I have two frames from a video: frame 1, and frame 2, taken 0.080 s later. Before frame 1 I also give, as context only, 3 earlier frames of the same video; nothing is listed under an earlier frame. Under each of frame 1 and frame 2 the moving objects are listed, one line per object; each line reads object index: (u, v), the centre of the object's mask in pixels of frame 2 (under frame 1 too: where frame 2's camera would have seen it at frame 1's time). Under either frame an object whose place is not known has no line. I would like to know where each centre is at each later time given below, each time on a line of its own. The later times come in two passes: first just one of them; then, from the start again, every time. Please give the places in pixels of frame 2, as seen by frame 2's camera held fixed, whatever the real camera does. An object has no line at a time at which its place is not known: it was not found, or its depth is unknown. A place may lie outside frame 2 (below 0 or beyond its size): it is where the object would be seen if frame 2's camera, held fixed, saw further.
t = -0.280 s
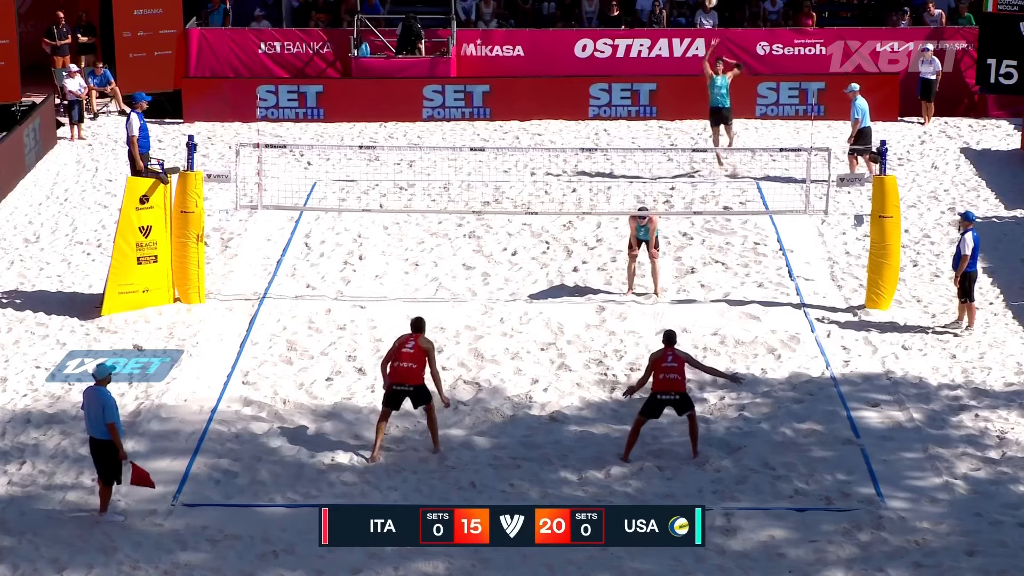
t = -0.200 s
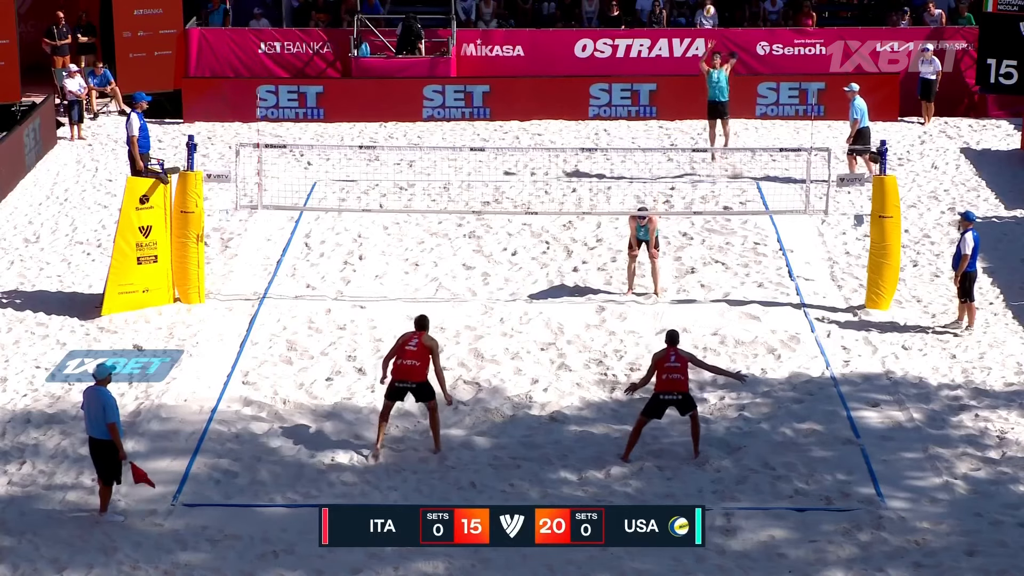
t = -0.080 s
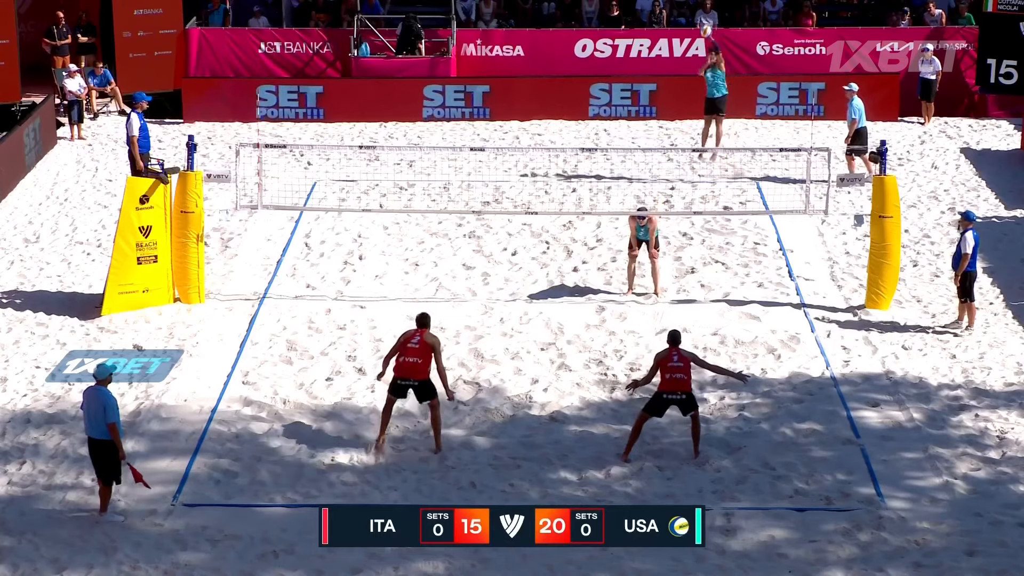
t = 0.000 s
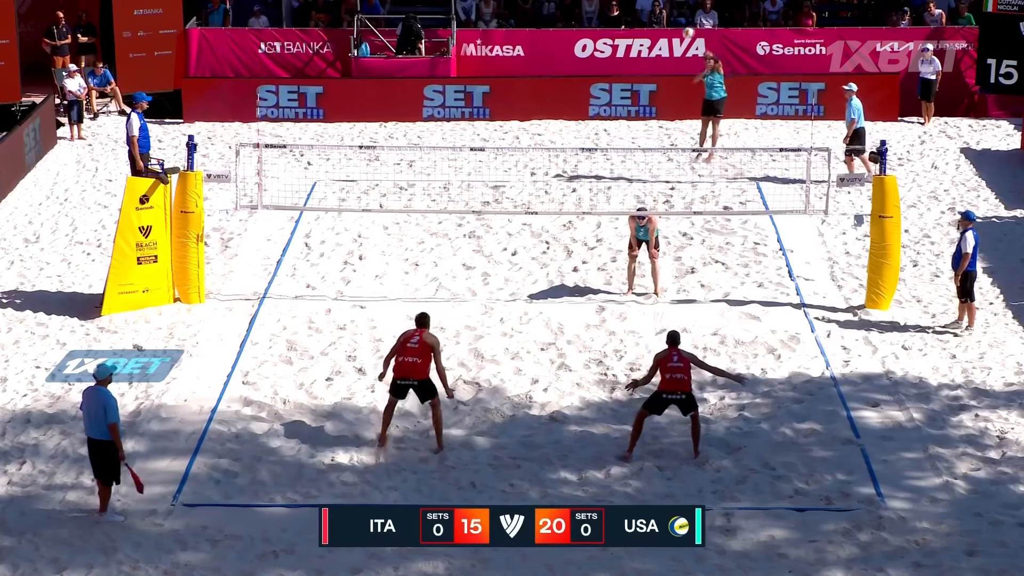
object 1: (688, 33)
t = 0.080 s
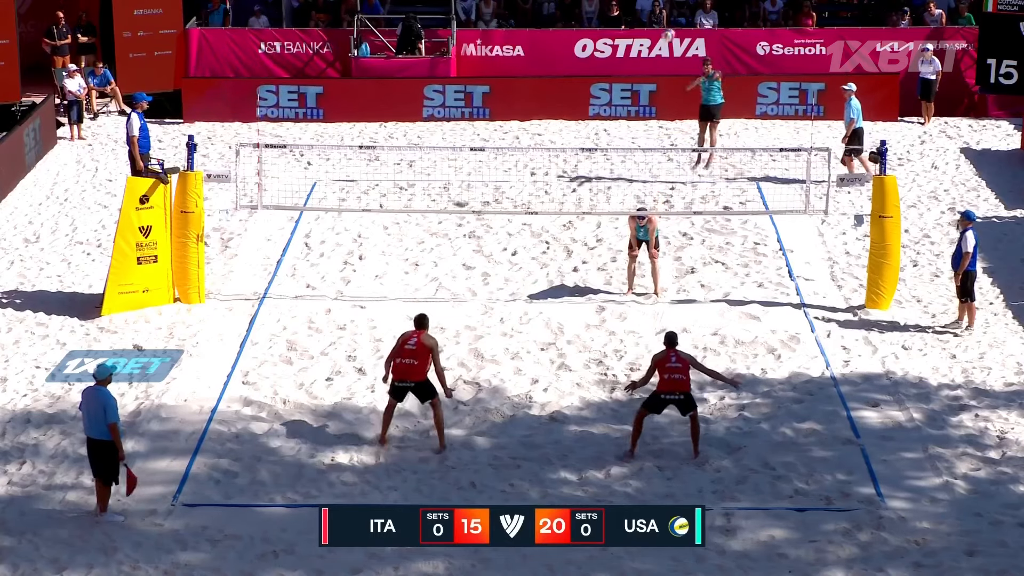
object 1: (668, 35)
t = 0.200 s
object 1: (635, 44)
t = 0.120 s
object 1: (658, 37)
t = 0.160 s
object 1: (647, 41)
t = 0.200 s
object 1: (635, 44)
